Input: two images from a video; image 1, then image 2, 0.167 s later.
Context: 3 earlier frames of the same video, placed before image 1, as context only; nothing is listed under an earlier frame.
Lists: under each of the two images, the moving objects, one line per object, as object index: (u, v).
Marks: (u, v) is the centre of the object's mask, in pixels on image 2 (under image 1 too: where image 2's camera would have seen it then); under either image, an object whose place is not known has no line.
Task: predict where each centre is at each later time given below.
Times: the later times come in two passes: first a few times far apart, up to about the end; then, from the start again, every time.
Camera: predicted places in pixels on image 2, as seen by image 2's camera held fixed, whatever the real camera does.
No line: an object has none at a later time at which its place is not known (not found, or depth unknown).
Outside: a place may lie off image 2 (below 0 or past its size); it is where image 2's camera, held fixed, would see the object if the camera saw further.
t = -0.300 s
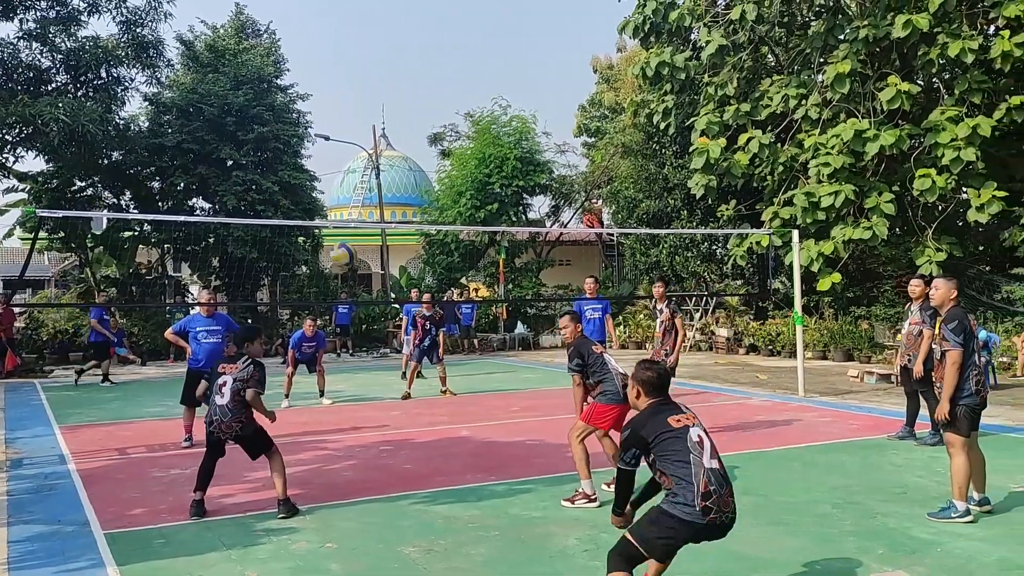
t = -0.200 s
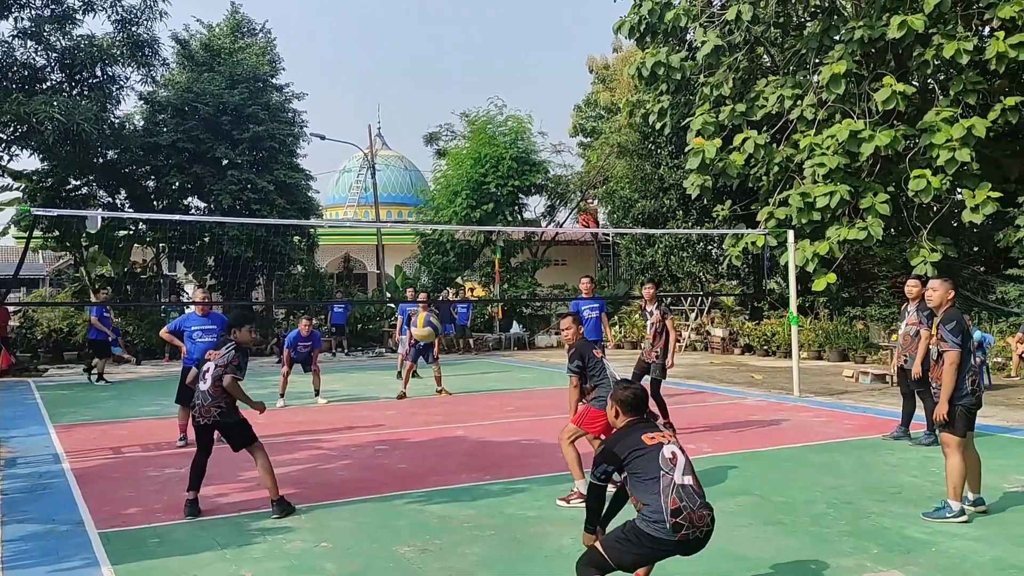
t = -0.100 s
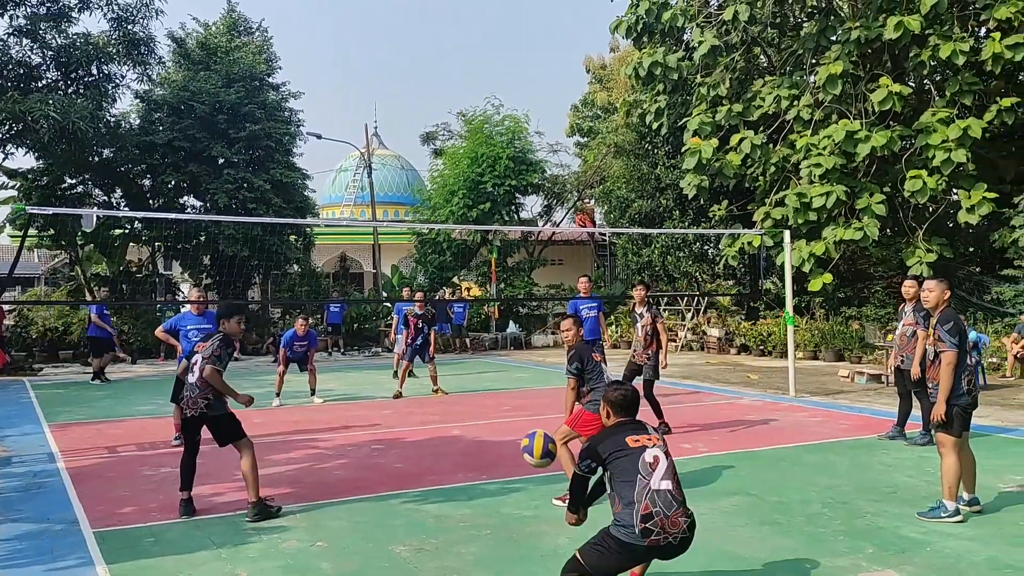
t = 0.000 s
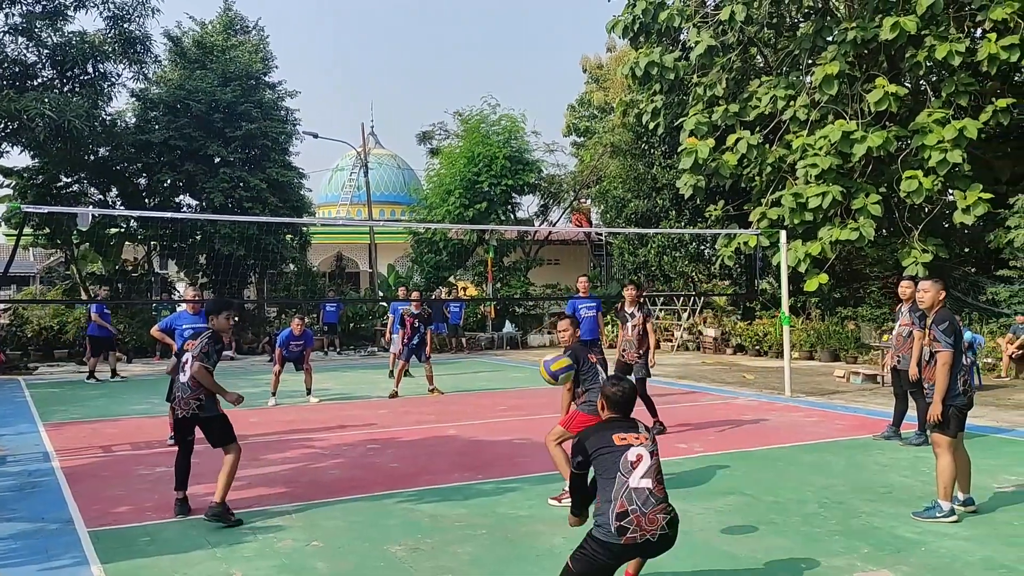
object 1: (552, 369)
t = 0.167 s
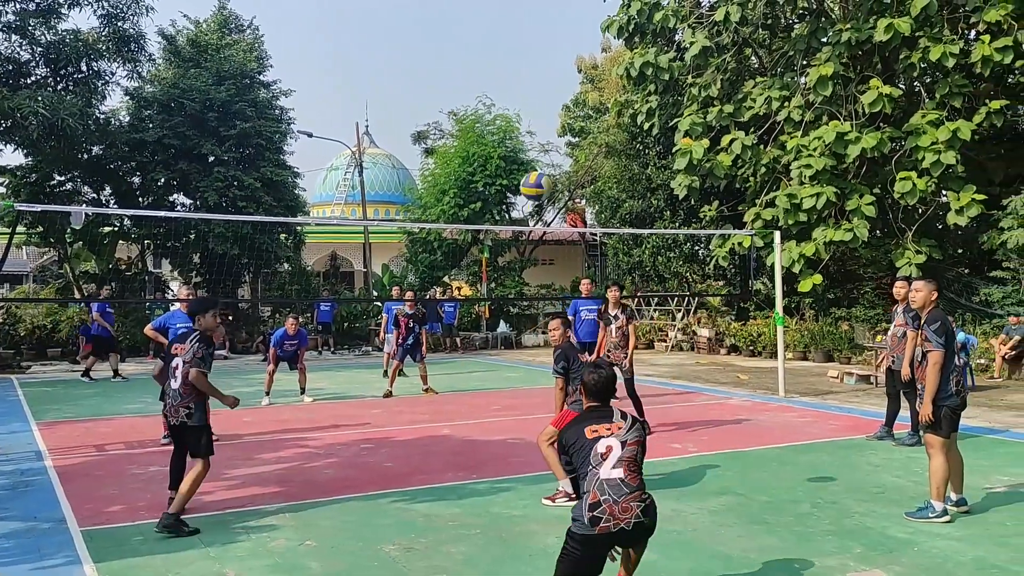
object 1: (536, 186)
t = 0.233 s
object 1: (532, 134)
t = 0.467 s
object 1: (519, 23)
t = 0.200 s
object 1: (533, 159)
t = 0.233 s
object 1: (532, 134)
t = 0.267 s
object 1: (529, 112)
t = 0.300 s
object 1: (527, 93)
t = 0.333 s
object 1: (526, 75)
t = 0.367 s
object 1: (524, 59)
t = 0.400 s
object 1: (522, 46)
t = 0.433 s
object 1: (521, 33)
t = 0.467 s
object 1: (519, 23)
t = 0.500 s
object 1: (518, 15)
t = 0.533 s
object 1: (517, 9)
